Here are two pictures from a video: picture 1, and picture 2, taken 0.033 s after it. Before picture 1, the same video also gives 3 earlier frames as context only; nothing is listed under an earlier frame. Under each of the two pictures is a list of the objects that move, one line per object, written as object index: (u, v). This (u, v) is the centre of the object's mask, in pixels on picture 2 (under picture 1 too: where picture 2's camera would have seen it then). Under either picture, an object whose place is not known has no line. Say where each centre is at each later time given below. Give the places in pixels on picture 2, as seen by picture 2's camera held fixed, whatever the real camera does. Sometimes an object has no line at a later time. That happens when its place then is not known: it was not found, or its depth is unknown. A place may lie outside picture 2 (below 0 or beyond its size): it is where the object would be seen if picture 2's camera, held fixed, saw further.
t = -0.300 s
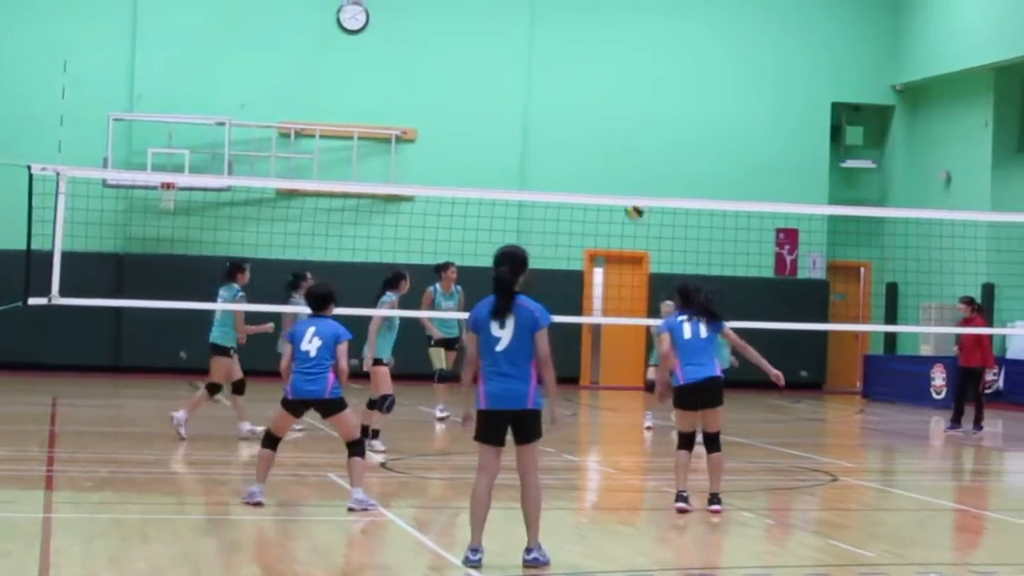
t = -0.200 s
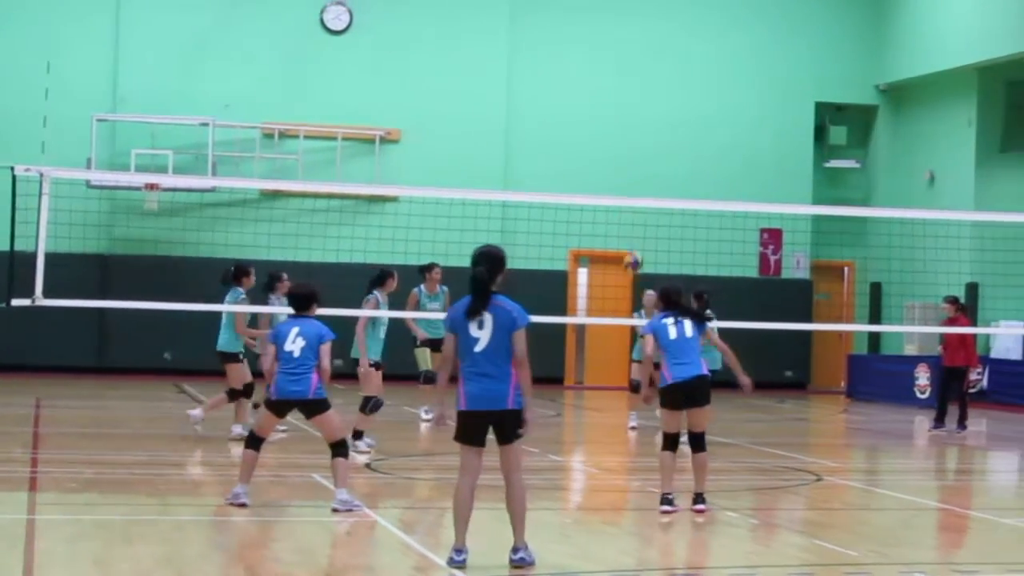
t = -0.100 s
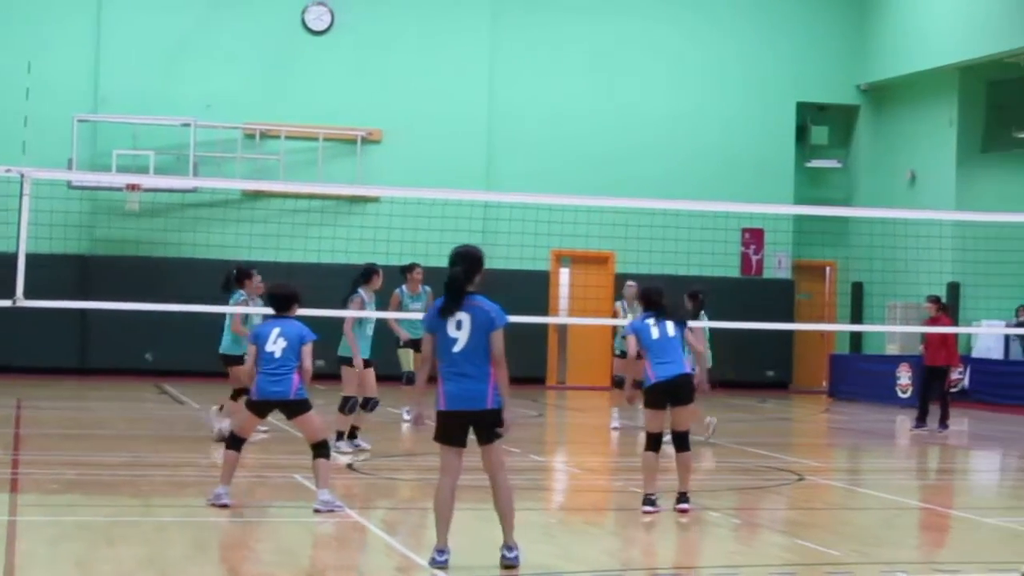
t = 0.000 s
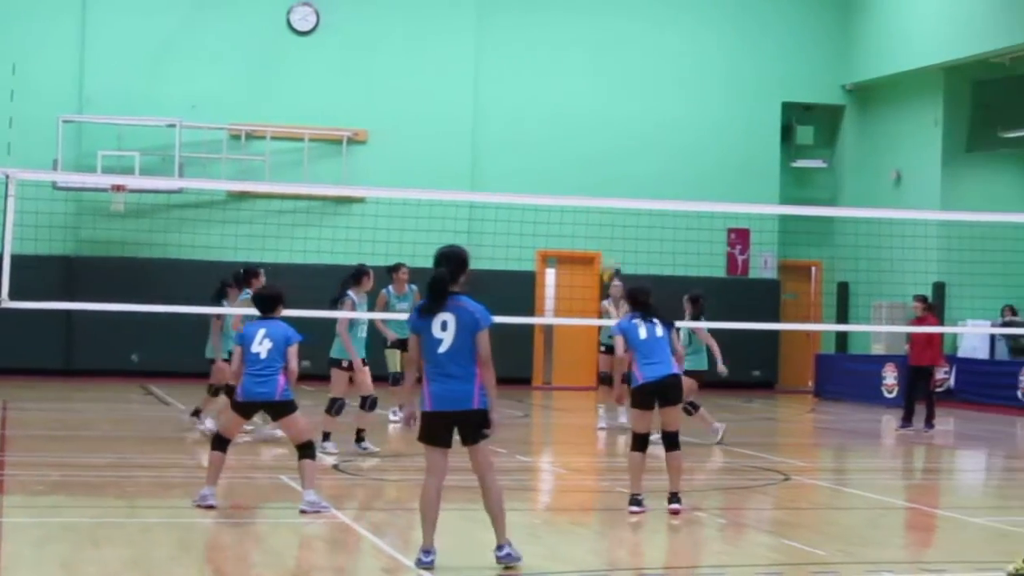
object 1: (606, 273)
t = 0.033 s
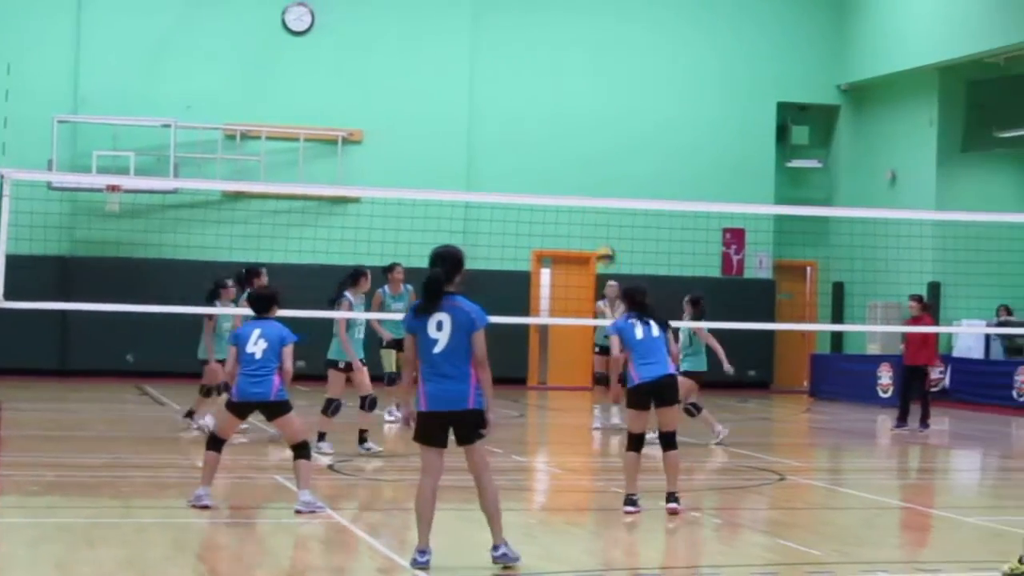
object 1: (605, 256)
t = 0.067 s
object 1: (602, 238)
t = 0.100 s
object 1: (599, 223)
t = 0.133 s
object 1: (596, 213)
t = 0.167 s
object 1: (592, 191)
